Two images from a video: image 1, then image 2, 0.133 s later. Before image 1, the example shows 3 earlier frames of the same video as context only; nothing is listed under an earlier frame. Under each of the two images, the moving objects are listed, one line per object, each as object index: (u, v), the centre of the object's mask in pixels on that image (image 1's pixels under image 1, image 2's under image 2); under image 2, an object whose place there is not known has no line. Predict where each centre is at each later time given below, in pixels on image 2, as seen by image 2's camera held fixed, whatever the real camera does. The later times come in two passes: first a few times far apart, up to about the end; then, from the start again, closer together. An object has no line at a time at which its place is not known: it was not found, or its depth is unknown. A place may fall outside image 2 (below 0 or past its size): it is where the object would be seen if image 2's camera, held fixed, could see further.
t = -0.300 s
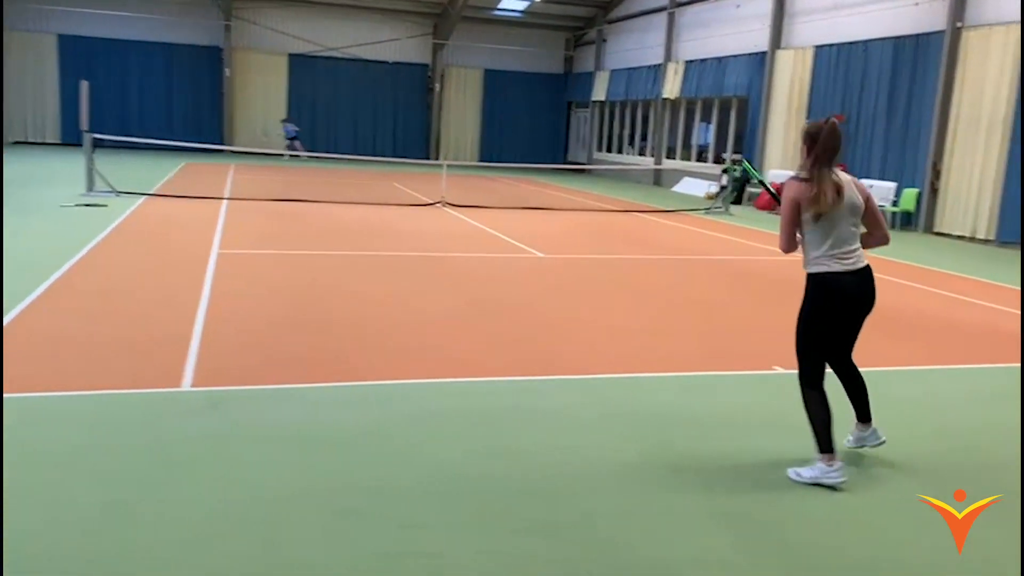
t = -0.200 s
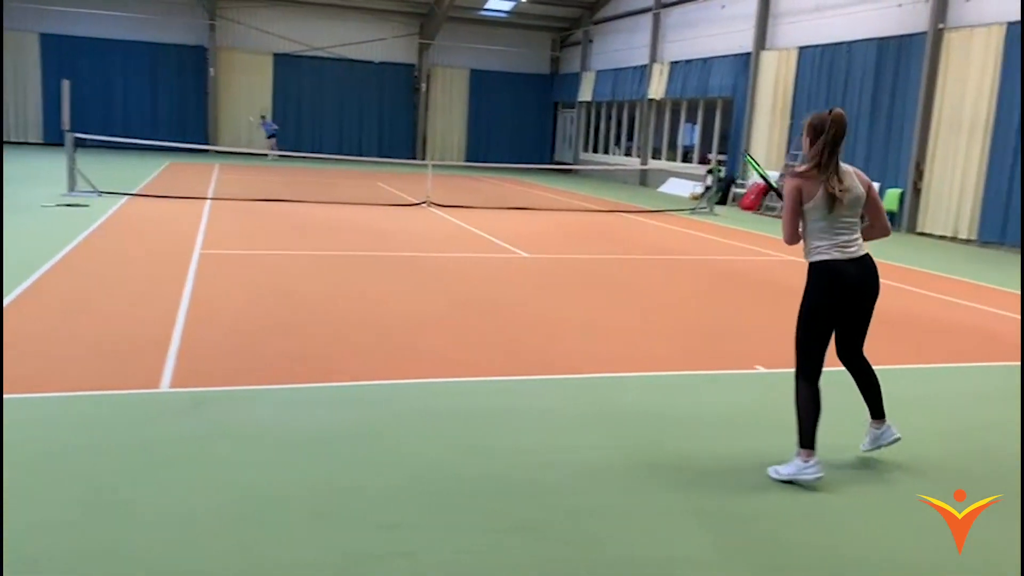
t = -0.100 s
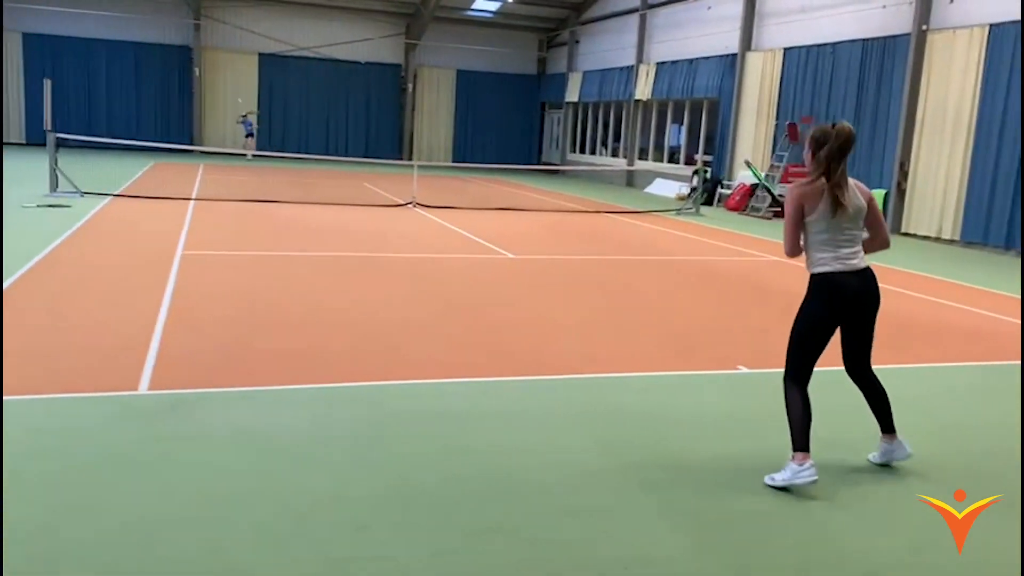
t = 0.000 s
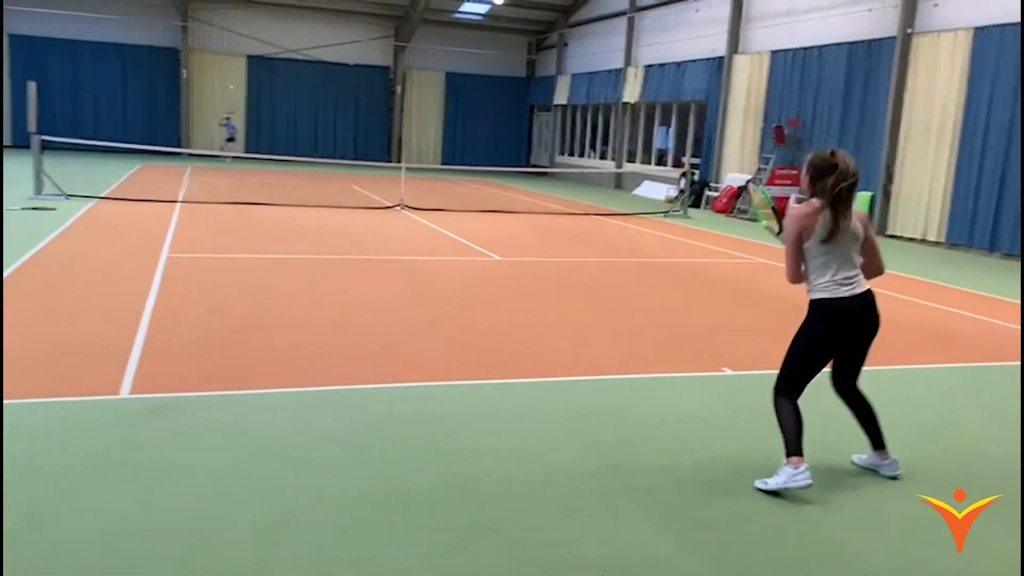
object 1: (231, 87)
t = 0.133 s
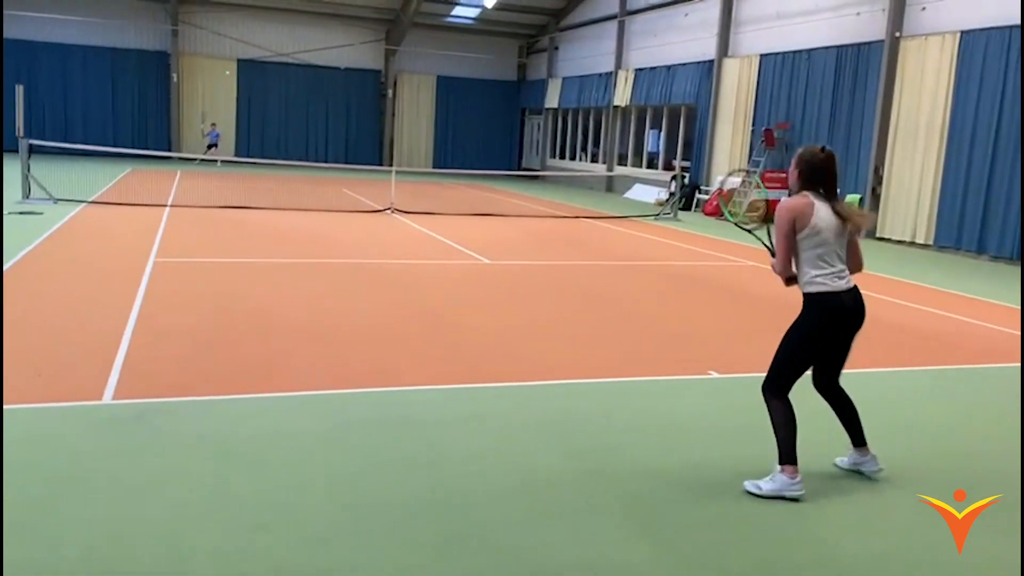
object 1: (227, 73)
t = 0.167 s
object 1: (229, 69)
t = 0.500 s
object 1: (253, 66)
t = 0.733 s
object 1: (284, 139)
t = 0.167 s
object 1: (229, 69)
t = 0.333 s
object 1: (239, 59)
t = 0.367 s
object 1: (241, 59)
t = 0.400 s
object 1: (244, 59)
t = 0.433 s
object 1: (247, 61)
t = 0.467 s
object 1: (250, 63)
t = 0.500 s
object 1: (253, 66)
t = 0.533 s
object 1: (256, 72)
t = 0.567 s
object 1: (260, 78)
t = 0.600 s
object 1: (264, 86)
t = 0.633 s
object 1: (268, 96)
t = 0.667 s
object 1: (273, 107)
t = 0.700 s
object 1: (278, 122)
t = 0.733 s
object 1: (284, 139)
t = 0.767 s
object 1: (290, 156)
